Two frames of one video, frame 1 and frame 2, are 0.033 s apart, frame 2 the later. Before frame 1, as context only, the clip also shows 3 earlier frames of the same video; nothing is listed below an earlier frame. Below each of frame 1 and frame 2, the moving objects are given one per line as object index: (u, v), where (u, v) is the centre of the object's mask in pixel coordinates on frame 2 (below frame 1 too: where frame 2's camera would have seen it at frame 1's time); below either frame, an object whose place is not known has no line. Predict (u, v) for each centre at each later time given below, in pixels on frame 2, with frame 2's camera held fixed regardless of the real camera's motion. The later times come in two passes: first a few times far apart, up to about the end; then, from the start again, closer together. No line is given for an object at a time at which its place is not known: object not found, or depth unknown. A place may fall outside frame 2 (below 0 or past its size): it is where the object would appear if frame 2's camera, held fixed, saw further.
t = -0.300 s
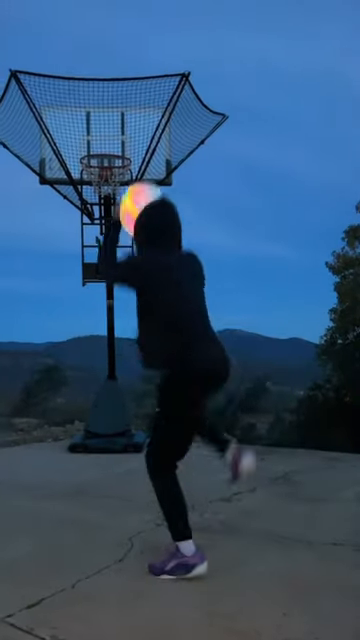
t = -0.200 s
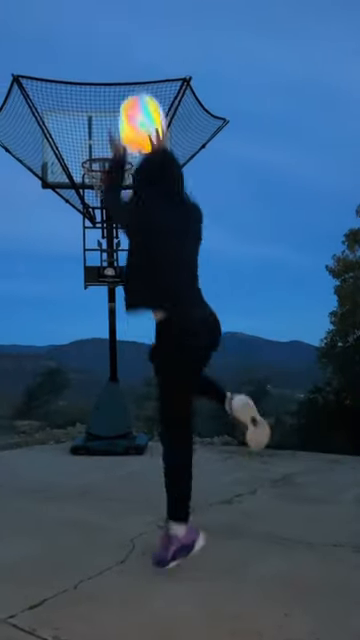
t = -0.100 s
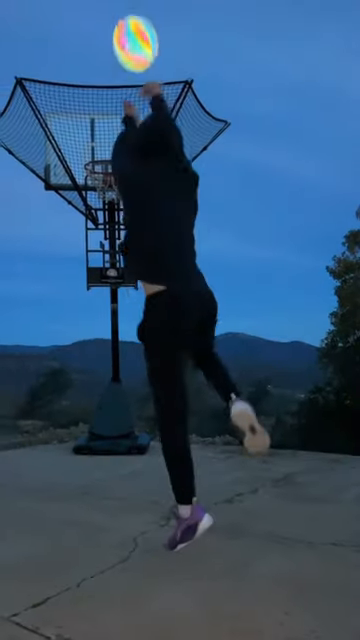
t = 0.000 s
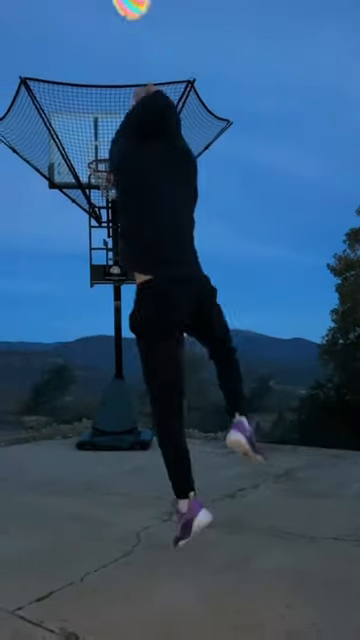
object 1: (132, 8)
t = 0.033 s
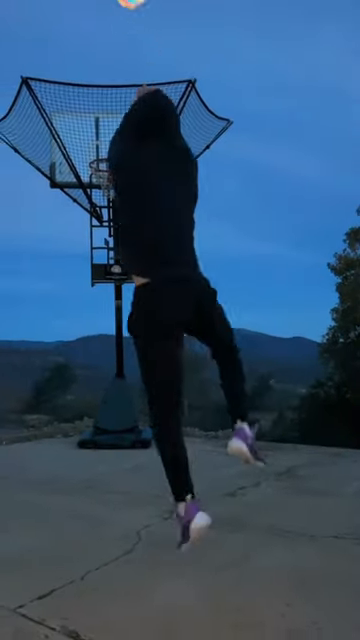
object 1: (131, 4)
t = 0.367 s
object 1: (120, 3)
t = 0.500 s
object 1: (120, 22)
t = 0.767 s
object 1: (122, 127)
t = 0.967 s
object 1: (121, 157)
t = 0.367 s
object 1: (120, 3)
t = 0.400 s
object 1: (120, 4)
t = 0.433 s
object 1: (120, 8)
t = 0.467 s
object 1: (120, 13)
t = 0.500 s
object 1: (120, 22)
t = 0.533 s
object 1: (121, 33)
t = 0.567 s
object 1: (120, 44)
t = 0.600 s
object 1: (120, 57)
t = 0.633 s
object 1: (121, 70)
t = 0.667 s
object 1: (122, 84)
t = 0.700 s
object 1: (122, 97)
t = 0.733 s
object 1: (122, 112)
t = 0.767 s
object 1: (122, 127)
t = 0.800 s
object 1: (122, 143)
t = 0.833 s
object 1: (122, 148)
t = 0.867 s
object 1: (122, 148)
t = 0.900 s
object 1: (121, 150)
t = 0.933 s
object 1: (121, 153)
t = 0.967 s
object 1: (121, 157)
